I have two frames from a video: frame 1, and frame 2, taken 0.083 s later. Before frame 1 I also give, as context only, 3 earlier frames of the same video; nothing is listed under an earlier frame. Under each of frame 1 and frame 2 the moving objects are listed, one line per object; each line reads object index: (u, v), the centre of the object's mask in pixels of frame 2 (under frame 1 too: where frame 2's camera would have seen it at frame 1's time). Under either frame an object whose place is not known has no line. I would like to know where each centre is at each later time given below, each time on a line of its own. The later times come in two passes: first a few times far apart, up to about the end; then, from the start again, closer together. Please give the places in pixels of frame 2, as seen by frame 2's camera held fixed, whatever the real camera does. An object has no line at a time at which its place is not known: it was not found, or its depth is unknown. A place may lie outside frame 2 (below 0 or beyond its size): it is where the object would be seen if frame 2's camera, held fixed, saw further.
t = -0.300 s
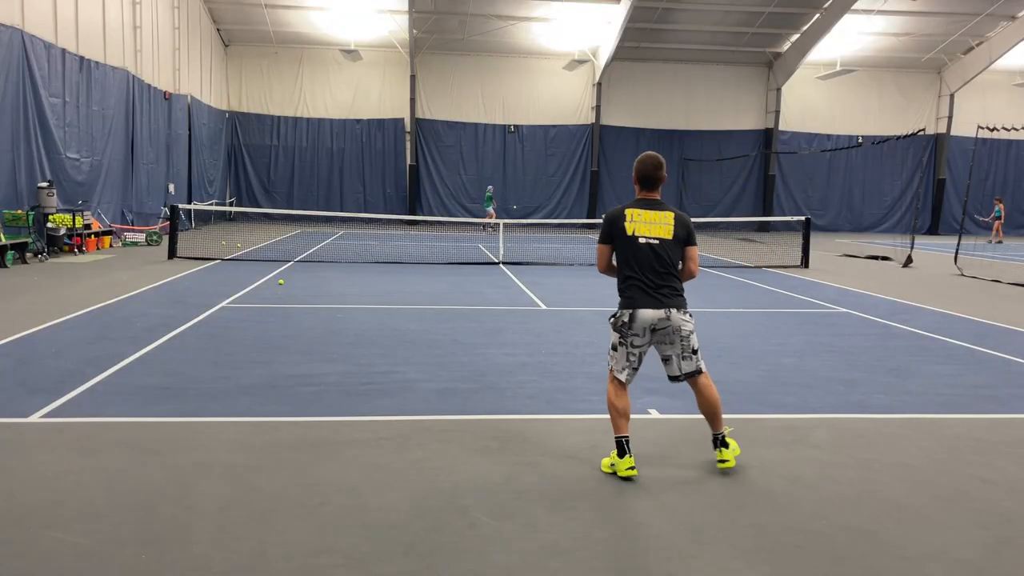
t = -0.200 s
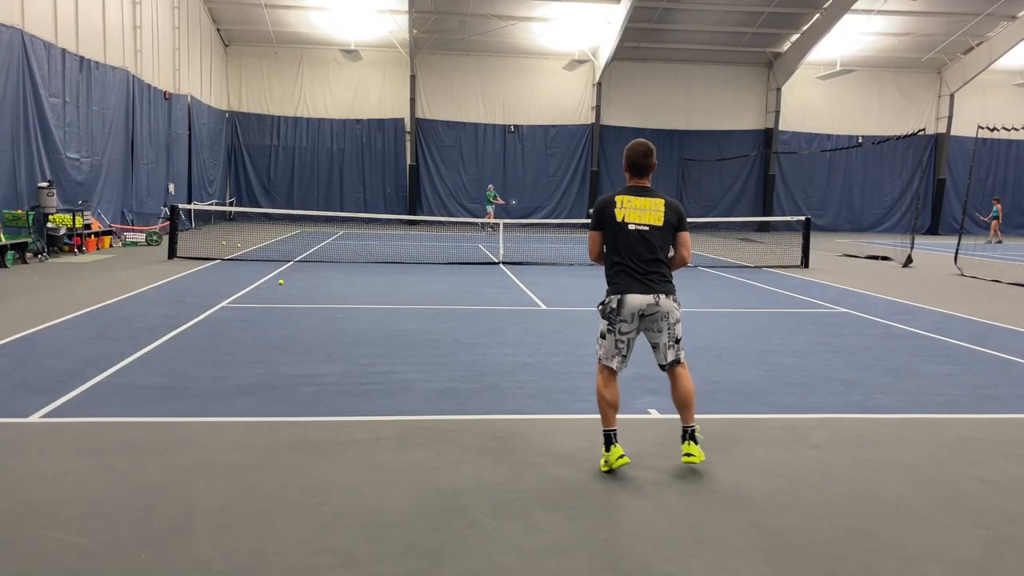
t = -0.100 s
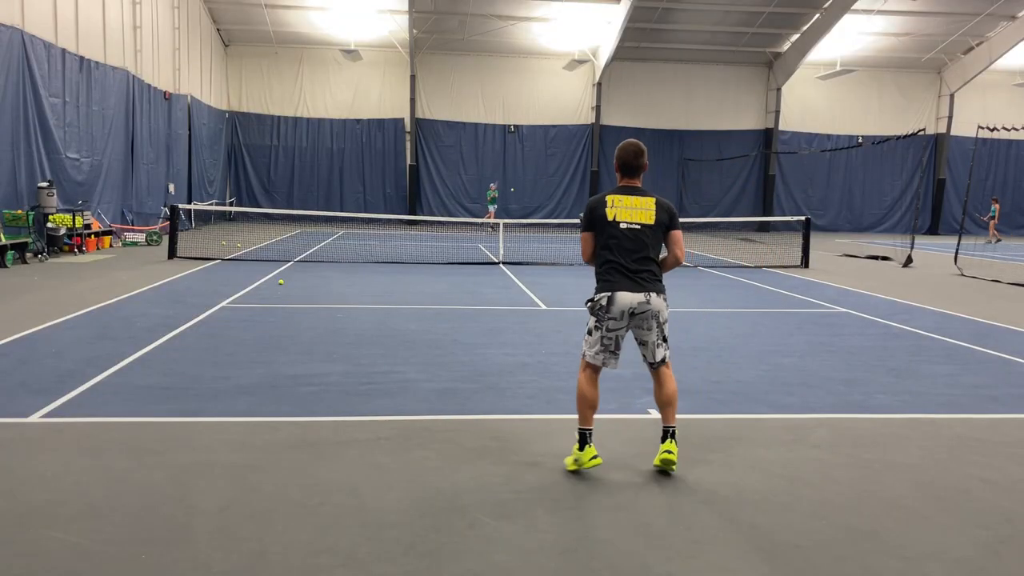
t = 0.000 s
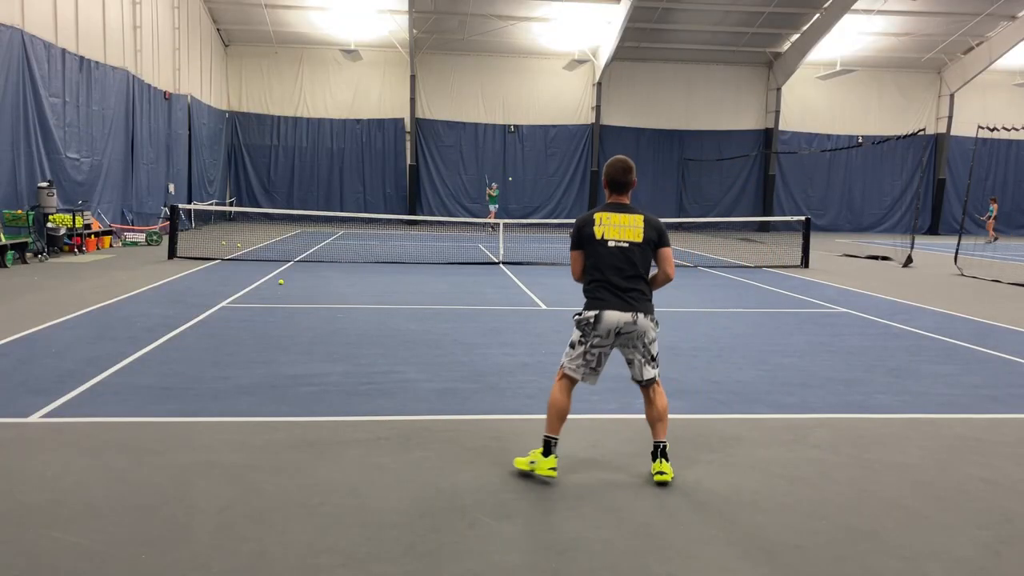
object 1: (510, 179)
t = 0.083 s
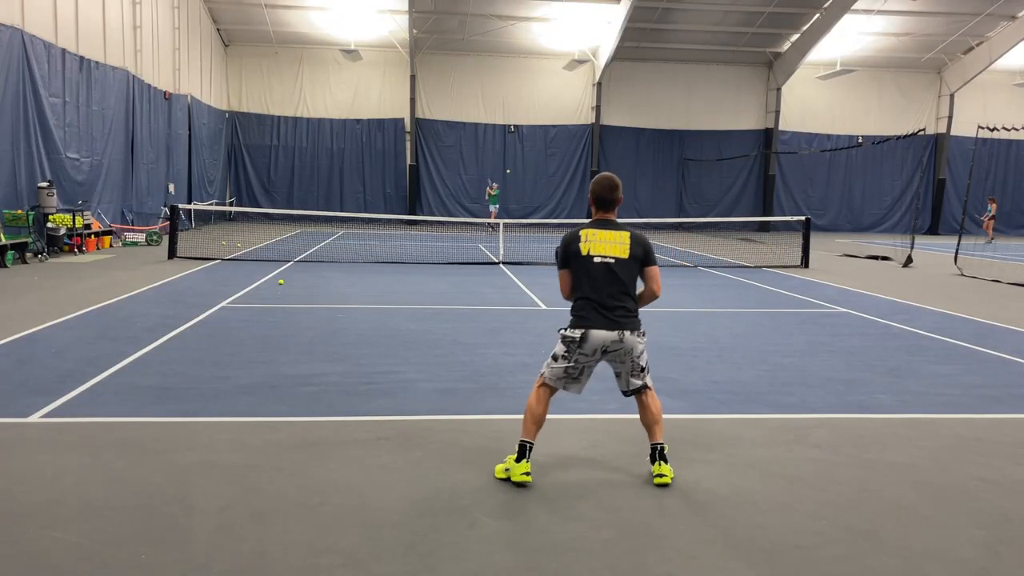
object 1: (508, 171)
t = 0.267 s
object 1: (501, 162)
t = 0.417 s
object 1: (491, 164)
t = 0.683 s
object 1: (461, 214)
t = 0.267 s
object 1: (501, 162)
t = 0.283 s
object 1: (500, 161)
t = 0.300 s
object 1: (499, 161)
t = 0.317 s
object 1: (498, 161)
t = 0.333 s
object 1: (497, 161)
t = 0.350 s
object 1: (496, 161)
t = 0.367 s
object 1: (495, 162)
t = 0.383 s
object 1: (494, 162)
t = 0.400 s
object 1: (493, 163)
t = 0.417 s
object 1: (491, 164)
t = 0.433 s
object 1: (490, 165)
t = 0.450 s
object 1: (489, 167)
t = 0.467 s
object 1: (488, 168)
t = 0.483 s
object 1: (486, 170)
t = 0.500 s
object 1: (484, 172)
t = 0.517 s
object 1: (483, 174)
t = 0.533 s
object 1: (481, 177)
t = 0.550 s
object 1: (479, 179)
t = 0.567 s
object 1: (477, 183)
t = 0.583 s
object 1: (475, 186)
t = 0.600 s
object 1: (473, 190)
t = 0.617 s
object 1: (471, 194)
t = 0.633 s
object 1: (468, 198)
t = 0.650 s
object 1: (466, 203)
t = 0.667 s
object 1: (463, 209)
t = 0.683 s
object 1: (461, 214)
